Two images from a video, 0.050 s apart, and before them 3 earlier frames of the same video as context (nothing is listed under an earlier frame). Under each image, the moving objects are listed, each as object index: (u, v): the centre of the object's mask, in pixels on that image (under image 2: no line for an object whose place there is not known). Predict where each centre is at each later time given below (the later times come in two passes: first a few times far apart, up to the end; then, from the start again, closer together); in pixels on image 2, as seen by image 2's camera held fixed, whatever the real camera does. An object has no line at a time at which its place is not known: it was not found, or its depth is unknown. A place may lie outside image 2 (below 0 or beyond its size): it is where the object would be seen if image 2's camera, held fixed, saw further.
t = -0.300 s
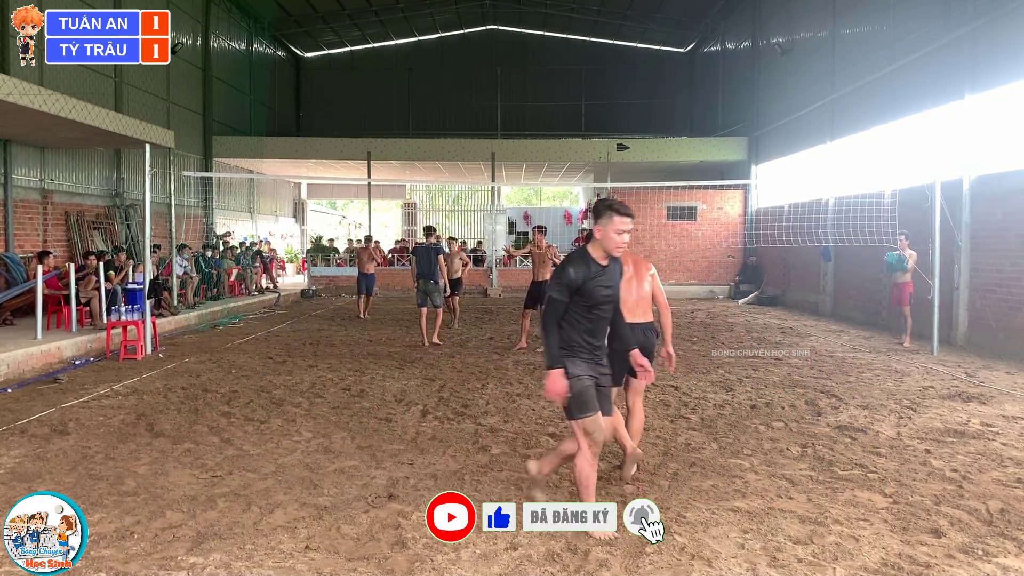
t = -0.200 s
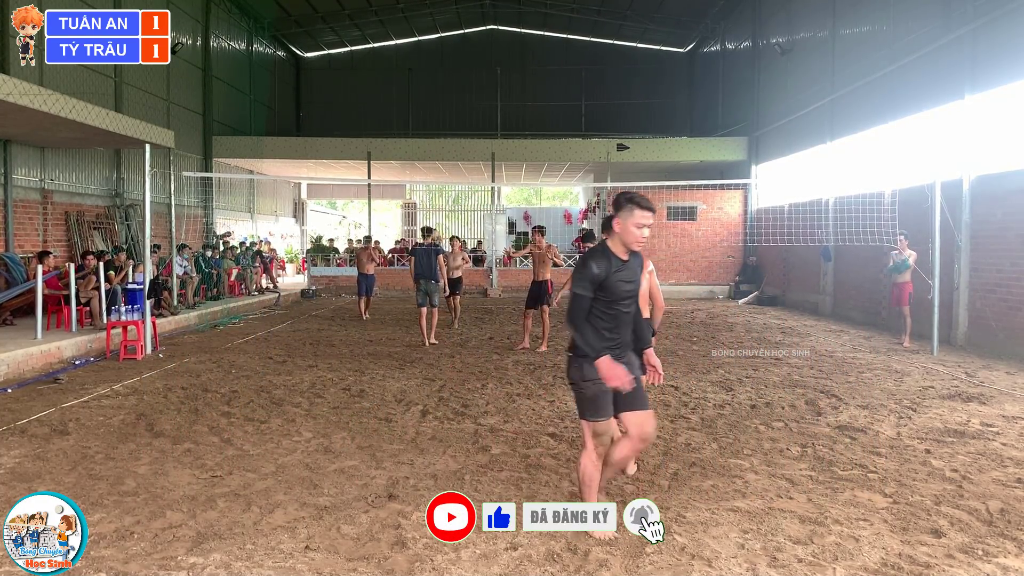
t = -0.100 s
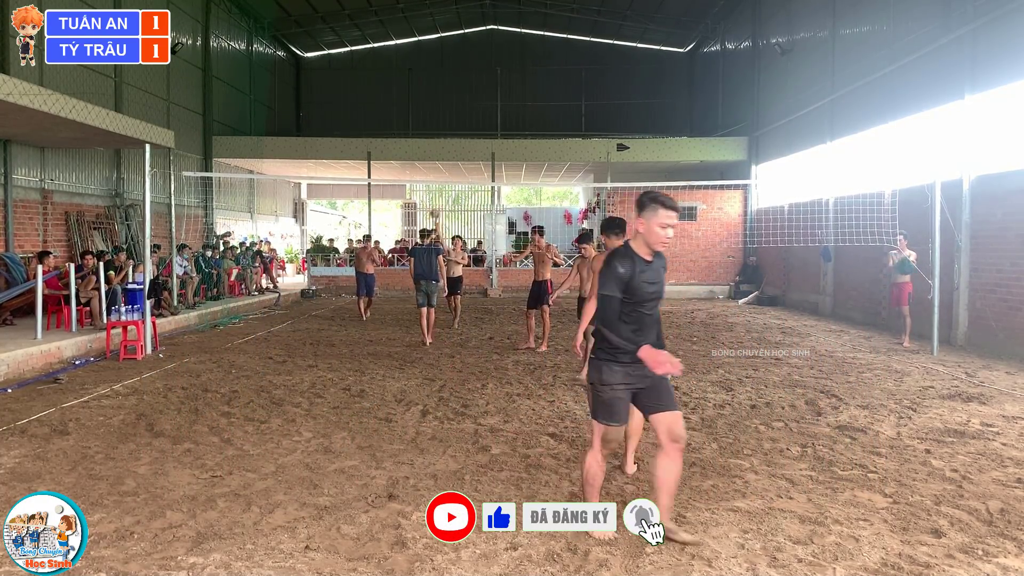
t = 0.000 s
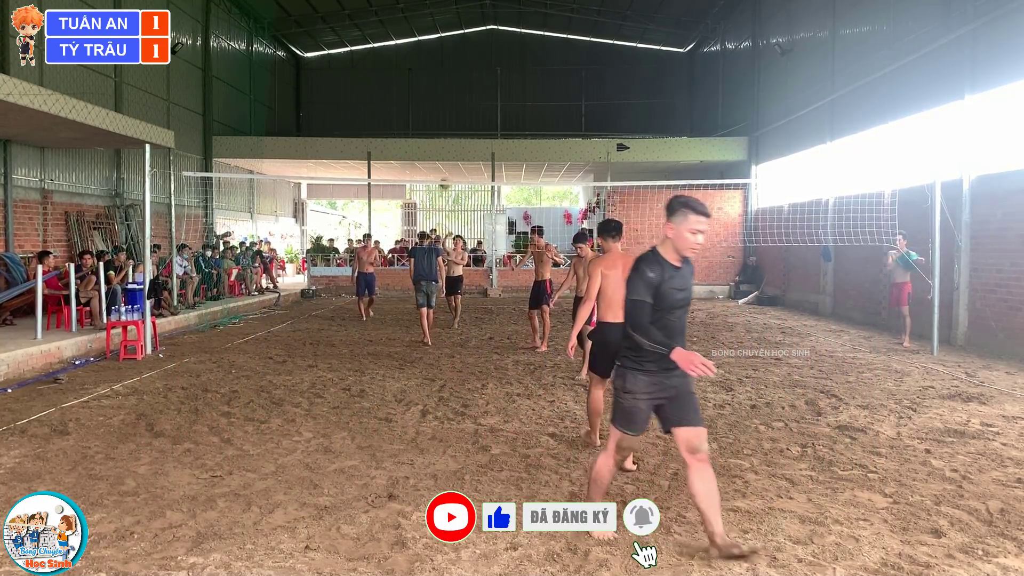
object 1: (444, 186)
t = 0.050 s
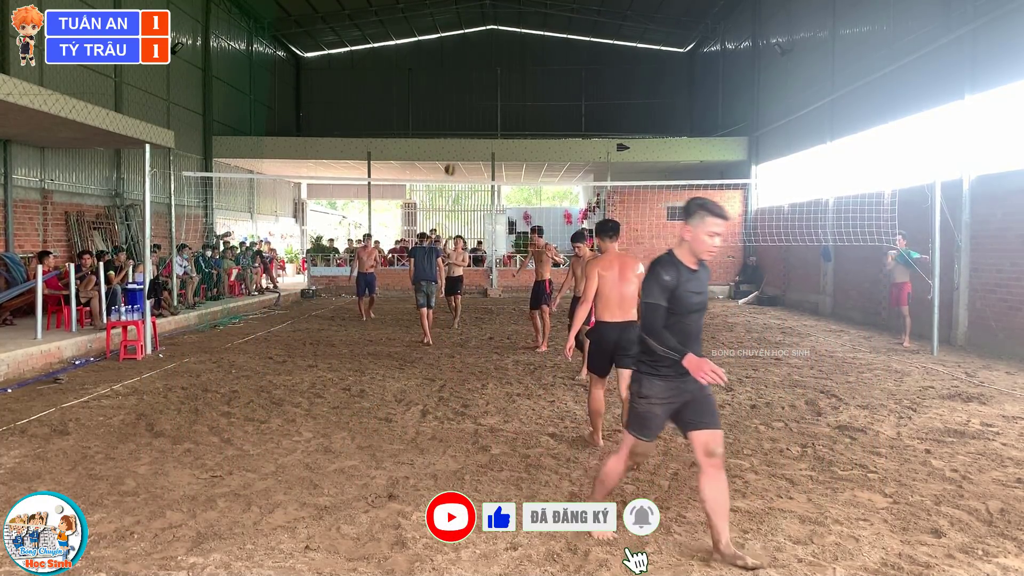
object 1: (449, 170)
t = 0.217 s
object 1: (470, 130)
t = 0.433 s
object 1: (502, 96)
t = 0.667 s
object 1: (548, 92)
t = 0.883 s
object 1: (605, 133)
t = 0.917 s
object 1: (616, 144)
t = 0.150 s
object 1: (460, 144)
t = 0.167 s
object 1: (463, 140)
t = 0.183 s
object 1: (465, 137)
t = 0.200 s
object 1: (468, 133)
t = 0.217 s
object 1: (470, 130)
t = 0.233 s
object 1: (472, 126)
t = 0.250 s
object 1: (475, 122)
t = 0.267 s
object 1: (478, 119)
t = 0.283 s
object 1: (480, 116)
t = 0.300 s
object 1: (482, 113)
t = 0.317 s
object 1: (484, 111)
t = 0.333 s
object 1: (487, 108)
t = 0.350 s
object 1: (489, 105)
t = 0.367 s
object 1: (491, 103)
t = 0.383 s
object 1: (494, 101)
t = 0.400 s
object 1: (497, 99)
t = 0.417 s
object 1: (500, 97)
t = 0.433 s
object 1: (502, 96)
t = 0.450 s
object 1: (505, 94)
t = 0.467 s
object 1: (508, 93)
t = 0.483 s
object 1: (512, 92)
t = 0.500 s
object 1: (515, 90)
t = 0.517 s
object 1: (517, 89)
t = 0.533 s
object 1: (521, 88)
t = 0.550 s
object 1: (524, 88)
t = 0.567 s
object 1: (527, 89)
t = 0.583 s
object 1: (530, 89)
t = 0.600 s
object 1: (534, 89)
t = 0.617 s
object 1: (537, 89)
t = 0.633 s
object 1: (541, 89)
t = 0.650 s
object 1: (545, 90)
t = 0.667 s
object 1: (548, 92)
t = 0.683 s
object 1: (552, 93)
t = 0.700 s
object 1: (556, 95)
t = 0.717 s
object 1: (560, 97)
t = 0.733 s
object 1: (564, 99)
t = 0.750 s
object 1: (568, 101)
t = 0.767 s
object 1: (573, 104)
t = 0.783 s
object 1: (577, 107)
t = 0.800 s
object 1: (582, 111)
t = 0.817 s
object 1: (586, 115)
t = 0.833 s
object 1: (591, 119)
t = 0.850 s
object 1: (596, 123)
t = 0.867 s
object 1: (600, 127)
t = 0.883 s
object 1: (605, 133)
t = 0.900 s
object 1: (611, 137)
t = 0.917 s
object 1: (616, 144)
